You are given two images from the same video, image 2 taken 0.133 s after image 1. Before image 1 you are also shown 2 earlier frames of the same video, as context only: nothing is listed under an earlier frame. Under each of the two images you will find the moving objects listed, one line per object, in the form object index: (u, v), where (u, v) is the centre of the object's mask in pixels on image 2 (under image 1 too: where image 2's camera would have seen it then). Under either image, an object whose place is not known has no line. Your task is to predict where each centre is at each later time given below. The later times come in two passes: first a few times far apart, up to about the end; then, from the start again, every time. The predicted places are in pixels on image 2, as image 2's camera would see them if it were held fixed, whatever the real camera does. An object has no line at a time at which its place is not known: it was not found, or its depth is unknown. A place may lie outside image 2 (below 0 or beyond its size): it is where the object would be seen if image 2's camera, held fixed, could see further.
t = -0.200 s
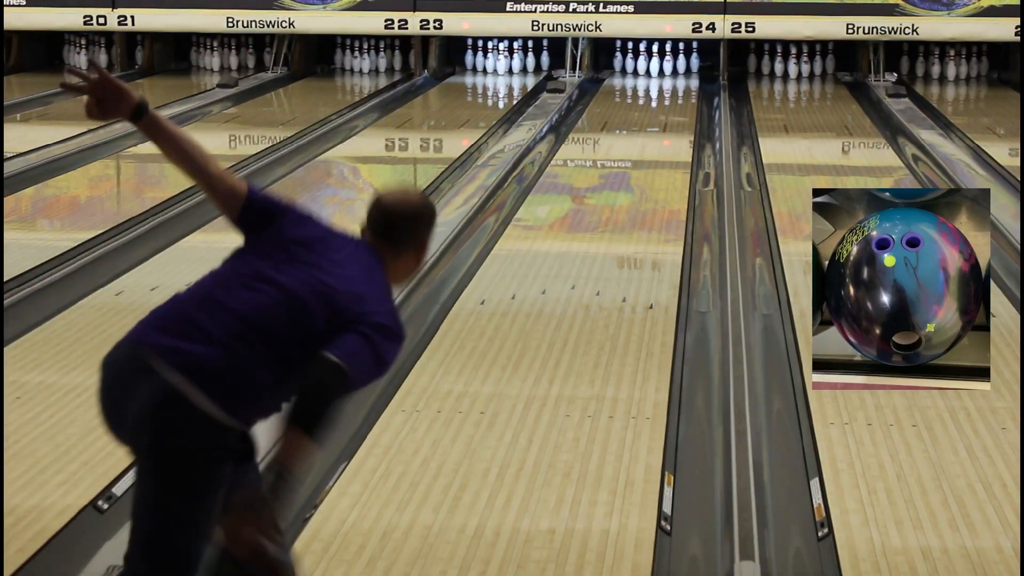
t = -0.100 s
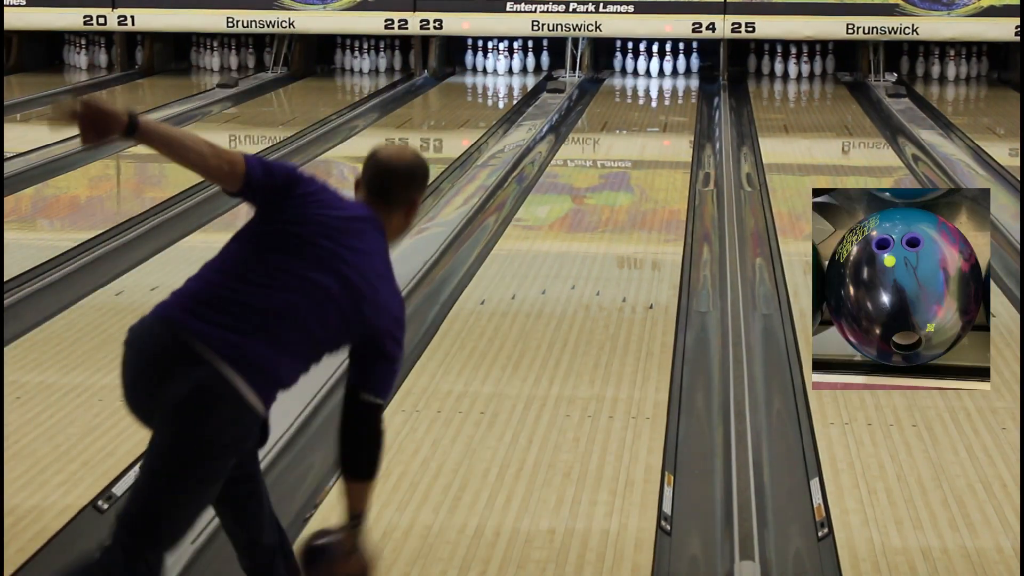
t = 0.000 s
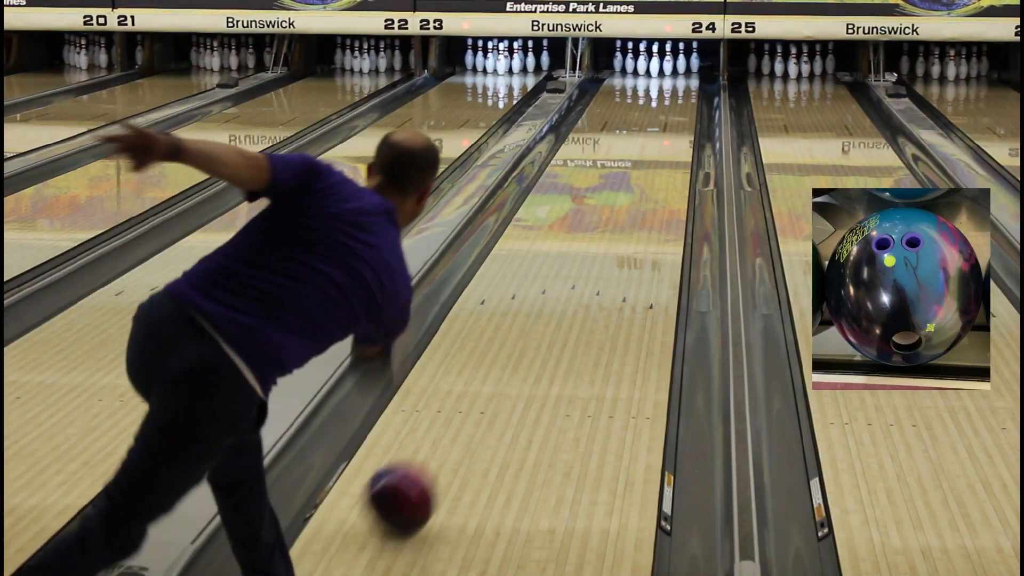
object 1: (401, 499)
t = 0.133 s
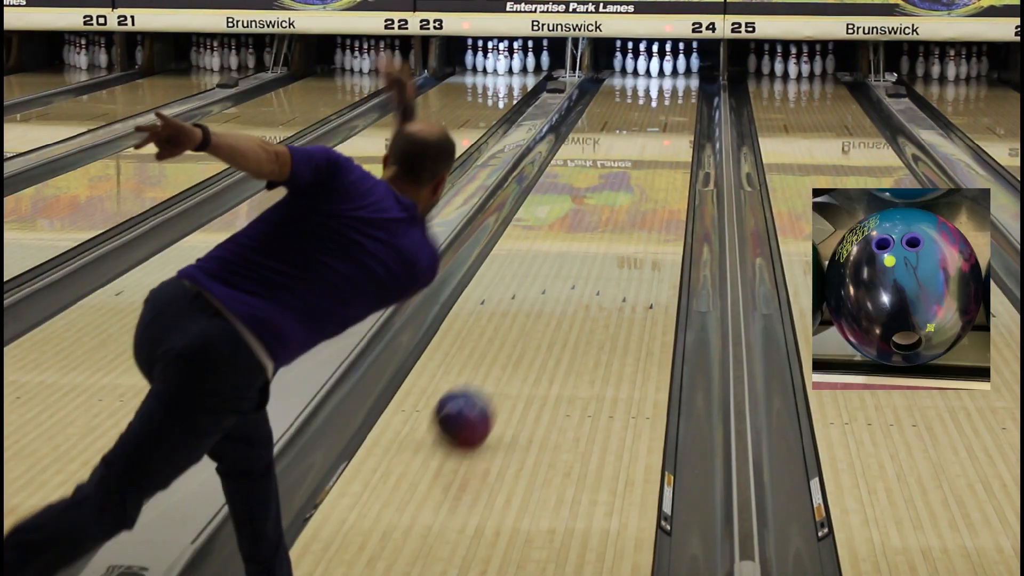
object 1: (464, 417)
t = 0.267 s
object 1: (509, 355)
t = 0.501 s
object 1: (566, 274)
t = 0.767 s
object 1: (608, 215)
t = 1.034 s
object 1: (638, 171)
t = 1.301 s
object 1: (659, 139)
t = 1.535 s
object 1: (671, 118)
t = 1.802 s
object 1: (677, 98)
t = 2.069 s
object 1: (673, 83)
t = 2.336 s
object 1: (663, 70)
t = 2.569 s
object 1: (662, 65)
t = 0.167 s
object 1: (477, 400)
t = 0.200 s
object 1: (488, 385)
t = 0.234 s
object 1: (499, 369)
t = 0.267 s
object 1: (509, 355)
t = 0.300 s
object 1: (519, 342)
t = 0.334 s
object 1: (528, 328)
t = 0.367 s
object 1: (536, 317)
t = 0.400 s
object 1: (545, 305)
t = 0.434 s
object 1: (552, 295)
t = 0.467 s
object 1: (559, 284)
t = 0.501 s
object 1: (566, 274)
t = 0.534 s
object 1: (572, 266)
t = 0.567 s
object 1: (578, 258)
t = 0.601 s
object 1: (584, 249)
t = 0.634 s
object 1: (590, 241)
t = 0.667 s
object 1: (595, 234)
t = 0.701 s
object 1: (600, 227)
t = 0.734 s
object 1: (604, 221)
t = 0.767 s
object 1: (608, 215)
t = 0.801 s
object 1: (613, 208)
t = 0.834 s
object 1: (617, 202)
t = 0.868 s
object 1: (621, 197)
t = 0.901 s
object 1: (625, 190)
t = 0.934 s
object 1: (628, 185)
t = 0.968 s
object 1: (632, 180)
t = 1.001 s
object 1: (635, 176)
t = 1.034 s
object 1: (638, 171)
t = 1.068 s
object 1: (642, 166)
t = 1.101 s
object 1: (644, 162)
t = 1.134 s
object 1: (647, 158)
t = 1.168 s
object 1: (649, 154)
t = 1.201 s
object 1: (652, 150)
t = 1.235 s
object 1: (655, 146)
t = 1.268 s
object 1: (657, 142)
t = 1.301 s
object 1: (659, 139)
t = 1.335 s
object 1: (661, 135)
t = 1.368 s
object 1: (663, 132)
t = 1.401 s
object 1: (665, 129)
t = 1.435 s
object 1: (667, 126)
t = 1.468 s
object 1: (668, 123)
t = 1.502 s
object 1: (670, 120)
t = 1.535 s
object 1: (671, 118)
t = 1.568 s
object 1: (672, 115)
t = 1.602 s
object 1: (673, 112)
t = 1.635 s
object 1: (674, 110)
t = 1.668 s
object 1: (675, 107)
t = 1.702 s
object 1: (676, 105)
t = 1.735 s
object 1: (677, 102)
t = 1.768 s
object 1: (677, 100)
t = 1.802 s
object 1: (677, 98)
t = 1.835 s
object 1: (677, 96)
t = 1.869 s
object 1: (677, 93)
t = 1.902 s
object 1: (677, 92)
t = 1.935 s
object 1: (676, 89)
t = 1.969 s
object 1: (676, 88)
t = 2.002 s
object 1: (675, 86)
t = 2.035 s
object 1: (674, 84)
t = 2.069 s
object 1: (673, 83)
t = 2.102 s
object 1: (672, 81)
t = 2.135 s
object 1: (670, 79)
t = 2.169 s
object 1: (669, 78)
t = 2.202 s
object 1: (668, 76)
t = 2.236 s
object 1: (667, 75)
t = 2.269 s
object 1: (665, 73)
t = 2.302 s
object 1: (664, 72)
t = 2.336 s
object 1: (663, 70)
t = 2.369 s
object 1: (661, 69)
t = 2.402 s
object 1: (662, 68)
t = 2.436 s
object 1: (662, 67)
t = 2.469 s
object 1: (661, 66)
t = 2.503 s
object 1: (661, 66)
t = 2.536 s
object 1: (662, 65)
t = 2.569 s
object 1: (662, 65)
